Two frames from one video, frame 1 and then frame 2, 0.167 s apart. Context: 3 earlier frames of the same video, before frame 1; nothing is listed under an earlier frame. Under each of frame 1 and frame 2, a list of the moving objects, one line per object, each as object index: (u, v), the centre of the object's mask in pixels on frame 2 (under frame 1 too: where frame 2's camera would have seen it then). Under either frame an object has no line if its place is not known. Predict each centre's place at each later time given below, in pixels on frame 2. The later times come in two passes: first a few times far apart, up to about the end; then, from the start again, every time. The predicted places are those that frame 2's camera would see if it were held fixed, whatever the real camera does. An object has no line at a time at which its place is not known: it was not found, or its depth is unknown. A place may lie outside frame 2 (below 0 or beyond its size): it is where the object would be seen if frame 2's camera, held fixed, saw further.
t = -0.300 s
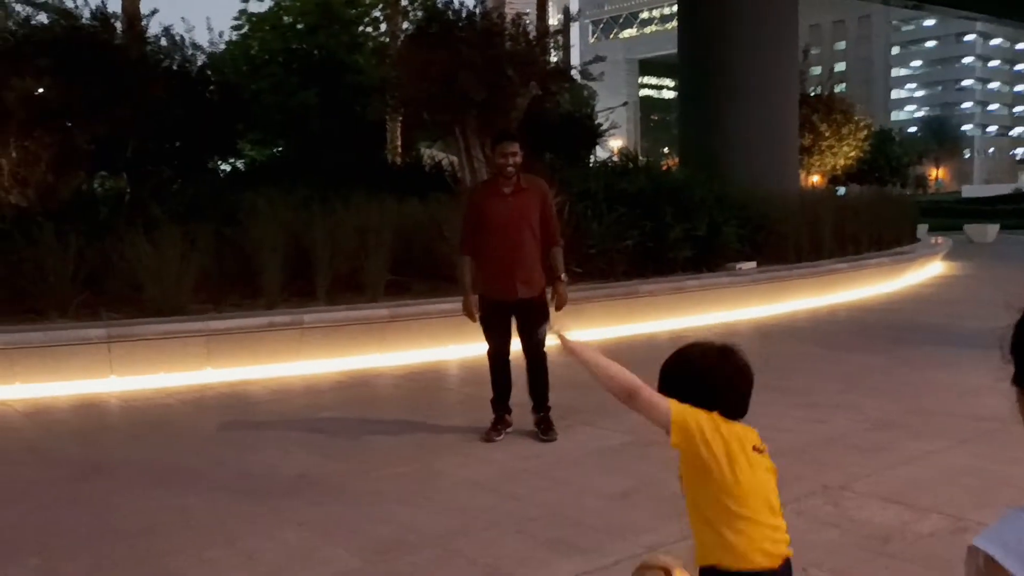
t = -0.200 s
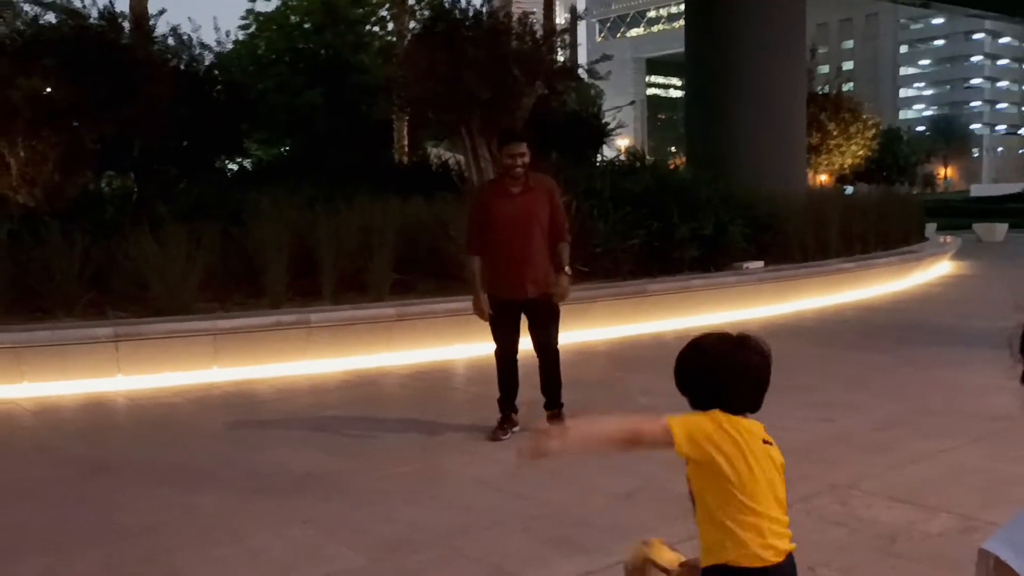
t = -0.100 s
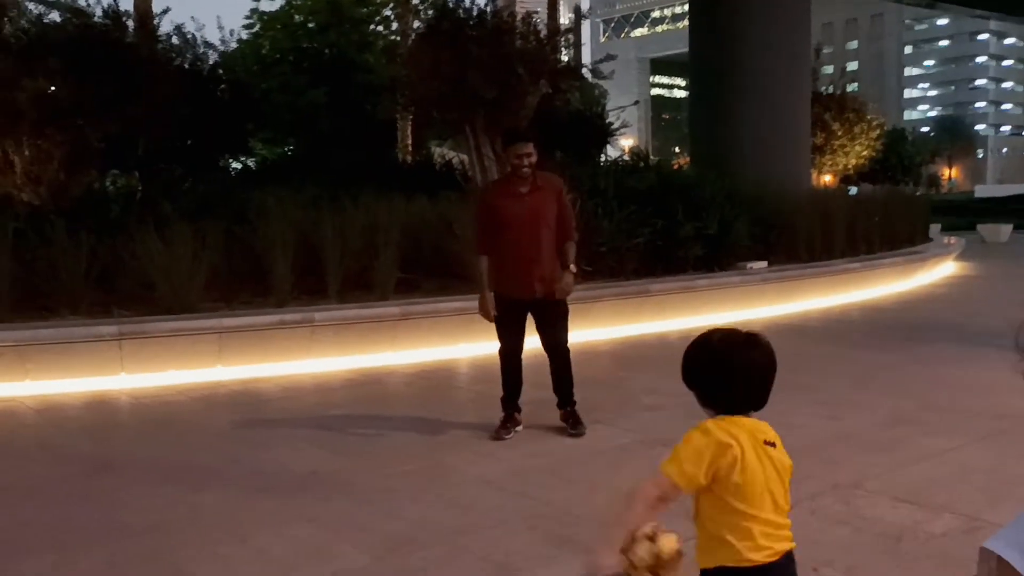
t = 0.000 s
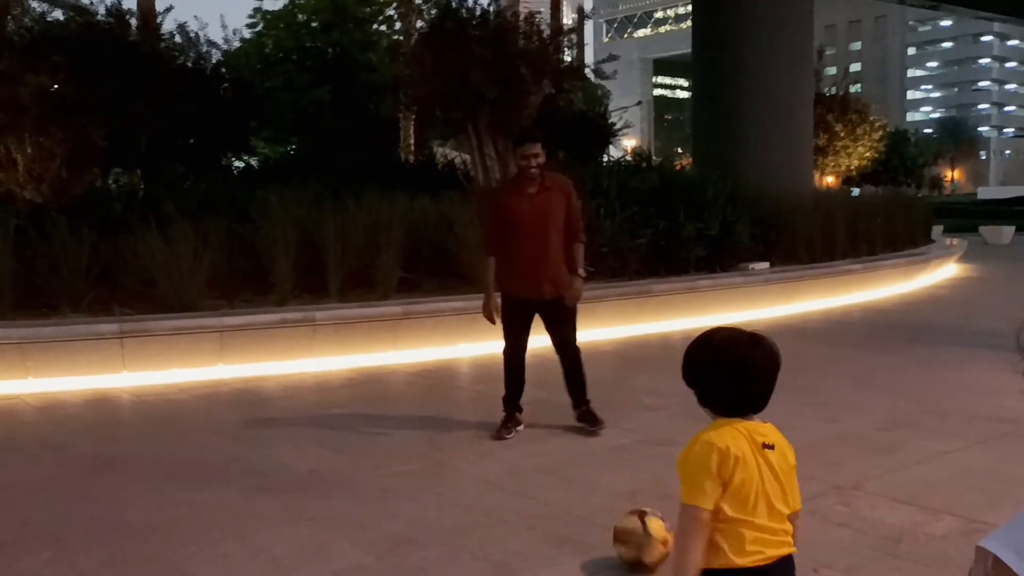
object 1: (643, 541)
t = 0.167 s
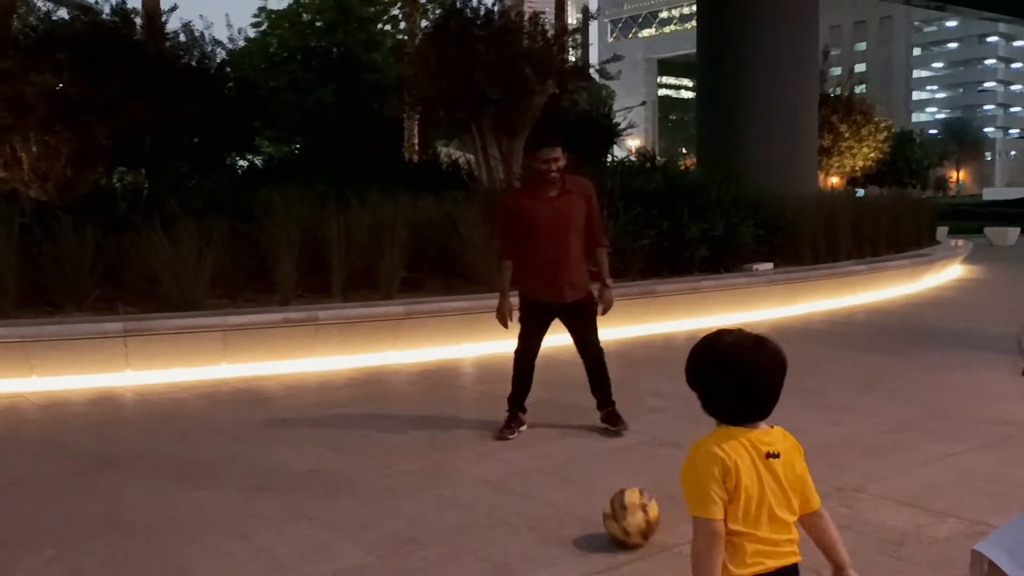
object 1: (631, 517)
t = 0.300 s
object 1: (624, 501)
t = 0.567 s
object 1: (609, 475)
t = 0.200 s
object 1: (629, 514)
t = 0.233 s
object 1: (627, 510)
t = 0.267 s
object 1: (625, 505)
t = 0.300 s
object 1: (624, 501)
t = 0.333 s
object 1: (621, 498)
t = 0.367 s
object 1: (619, 495)
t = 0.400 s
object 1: (617, 491)
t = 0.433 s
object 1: (615, 488)
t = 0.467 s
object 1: (613, 485)
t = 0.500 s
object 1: (612, 481)
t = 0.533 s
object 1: (611, 479)
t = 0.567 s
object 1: (609, 475)
